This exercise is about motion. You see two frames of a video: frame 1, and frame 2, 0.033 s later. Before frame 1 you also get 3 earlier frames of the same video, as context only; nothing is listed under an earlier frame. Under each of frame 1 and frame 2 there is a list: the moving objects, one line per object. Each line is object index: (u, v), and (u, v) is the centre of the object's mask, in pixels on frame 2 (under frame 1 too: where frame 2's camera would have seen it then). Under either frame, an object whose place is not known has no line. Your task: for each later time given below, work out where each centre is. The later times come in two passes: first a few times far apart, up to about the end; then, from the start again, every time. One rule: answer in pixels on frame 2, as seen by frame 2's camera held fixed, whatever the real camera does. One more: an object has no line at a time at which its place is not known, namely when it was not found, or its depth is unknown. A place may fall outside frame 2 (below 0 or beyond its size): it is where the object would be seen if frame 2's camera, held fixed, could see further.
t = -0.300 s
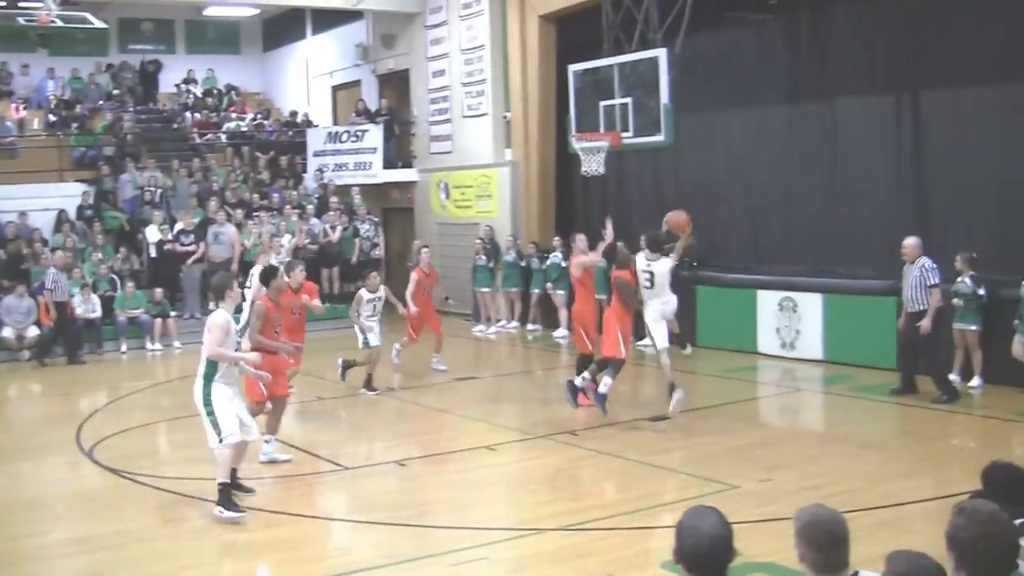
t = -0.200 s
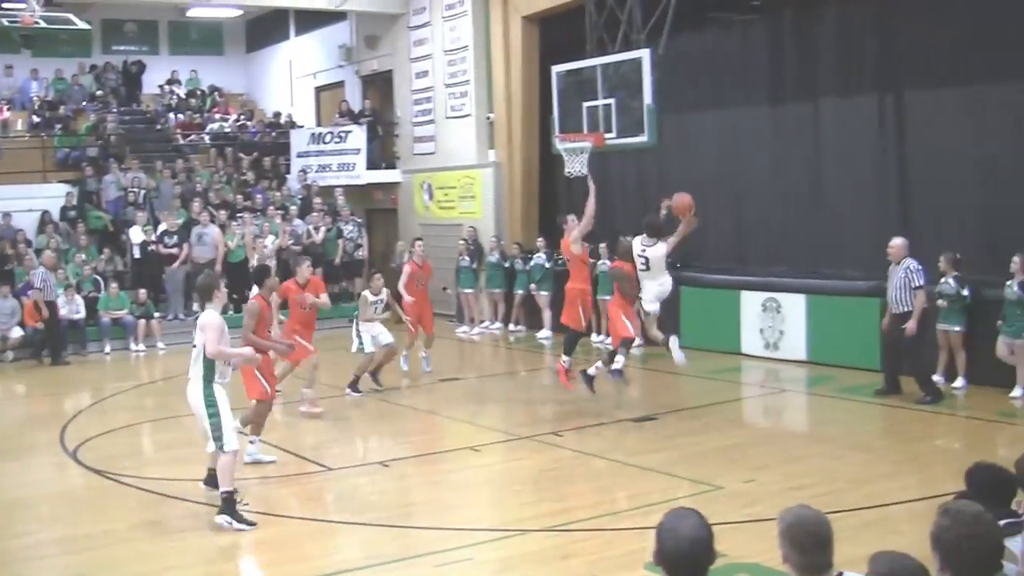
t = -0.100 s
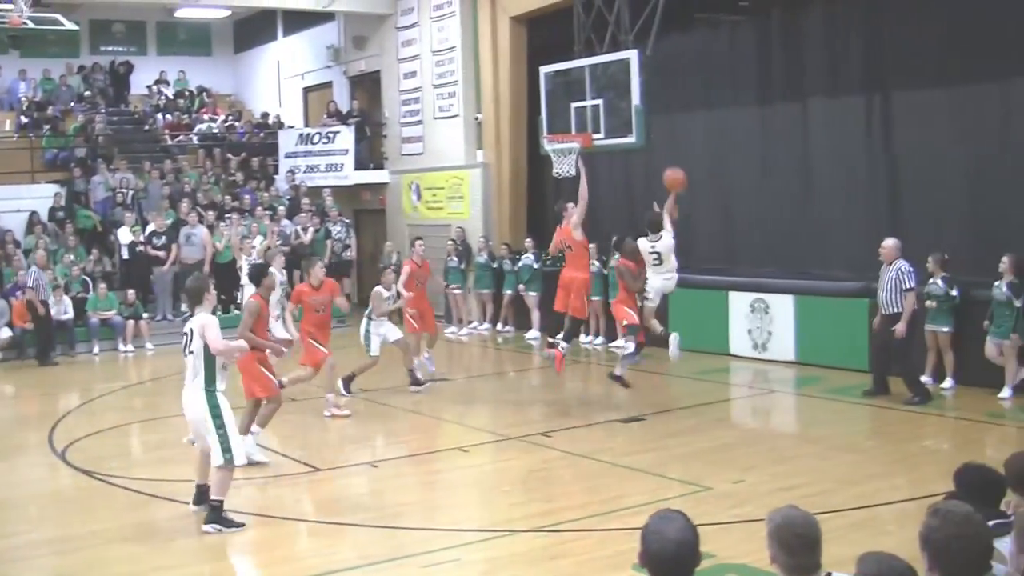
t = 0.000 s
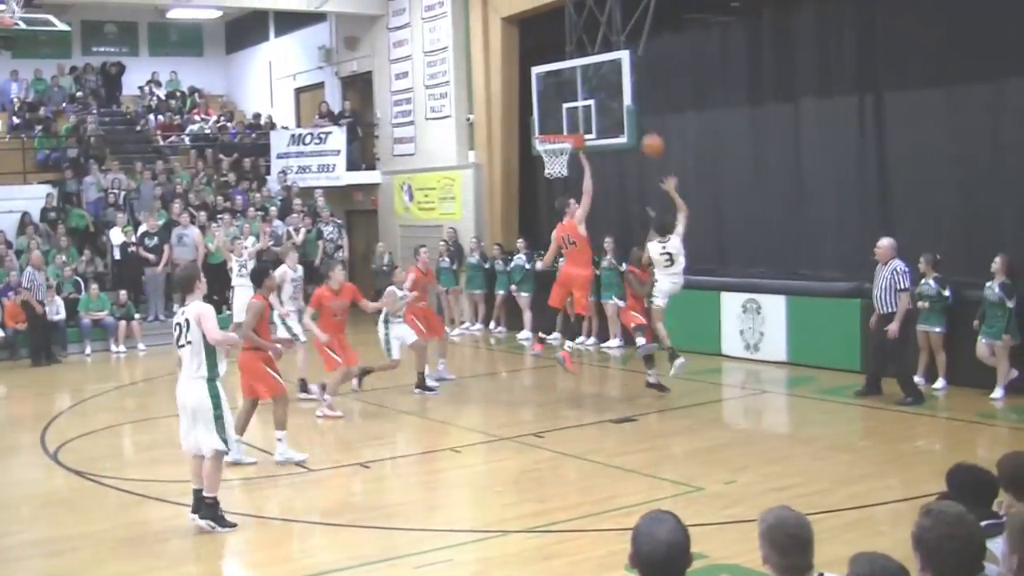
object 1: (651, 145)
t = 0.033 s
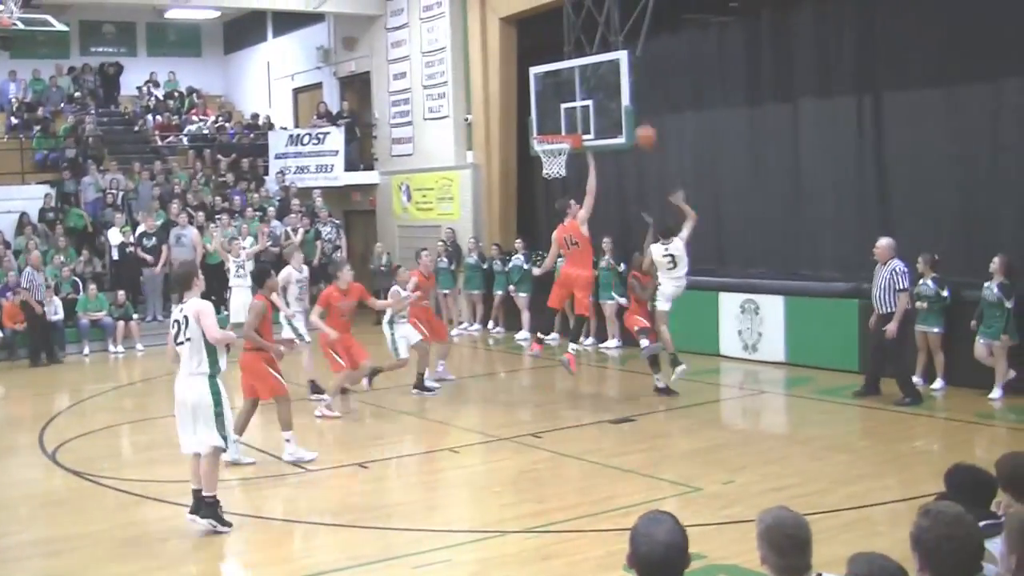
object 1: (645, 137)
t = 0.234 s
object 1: (615, 104)
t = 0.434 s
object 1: (588, 105)
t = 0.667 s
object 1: (551, 144)
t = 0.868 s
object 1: (537, 171)
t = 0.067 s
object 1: (640, 128)
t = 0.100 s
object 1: (636, 121)
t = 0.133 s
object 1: (630, 115)
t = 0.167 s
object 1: (624, 110)
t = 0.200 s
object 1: (620, 106)
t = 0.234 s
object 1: (615, 104)
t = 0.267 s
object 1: (610, 101)
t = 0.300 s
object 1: (607, 101)
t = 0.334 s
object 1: (603, 101)
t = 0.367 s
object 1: (598, 101)
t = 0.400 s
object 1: (593, 103)
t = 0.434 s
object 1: (588, 105)
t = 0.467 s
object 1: (582, 108)
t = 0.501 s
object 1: (576, 112)
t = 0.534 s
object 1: (571, 117)
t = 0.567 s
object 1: (566, 123)
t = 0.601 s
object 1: (561, 128)
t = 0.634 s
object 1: (556, 135)
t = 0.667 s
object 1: (551, 144)
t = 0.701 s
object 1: (543, 153)
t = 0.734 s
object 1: (543, 164)
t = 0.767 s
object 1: (541, 164)
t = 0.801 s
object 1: (539, 167)
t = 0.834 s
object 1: (538, 169)
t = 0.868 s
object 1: (537, 171)
